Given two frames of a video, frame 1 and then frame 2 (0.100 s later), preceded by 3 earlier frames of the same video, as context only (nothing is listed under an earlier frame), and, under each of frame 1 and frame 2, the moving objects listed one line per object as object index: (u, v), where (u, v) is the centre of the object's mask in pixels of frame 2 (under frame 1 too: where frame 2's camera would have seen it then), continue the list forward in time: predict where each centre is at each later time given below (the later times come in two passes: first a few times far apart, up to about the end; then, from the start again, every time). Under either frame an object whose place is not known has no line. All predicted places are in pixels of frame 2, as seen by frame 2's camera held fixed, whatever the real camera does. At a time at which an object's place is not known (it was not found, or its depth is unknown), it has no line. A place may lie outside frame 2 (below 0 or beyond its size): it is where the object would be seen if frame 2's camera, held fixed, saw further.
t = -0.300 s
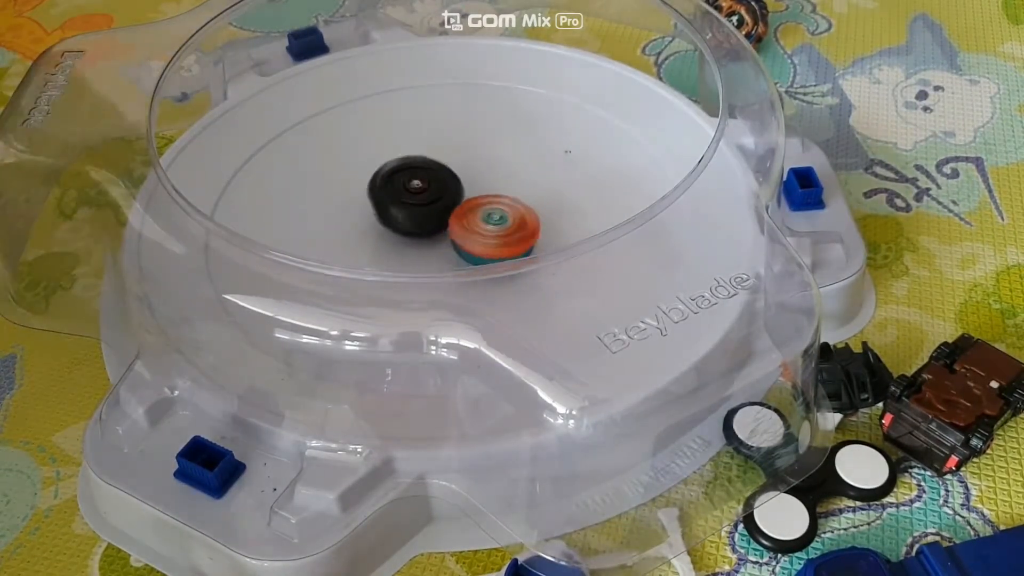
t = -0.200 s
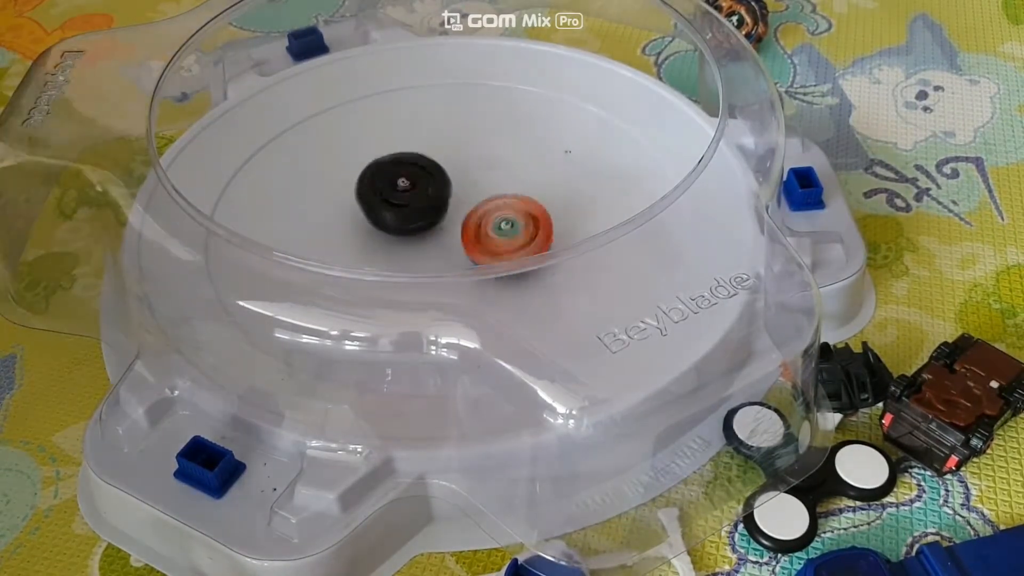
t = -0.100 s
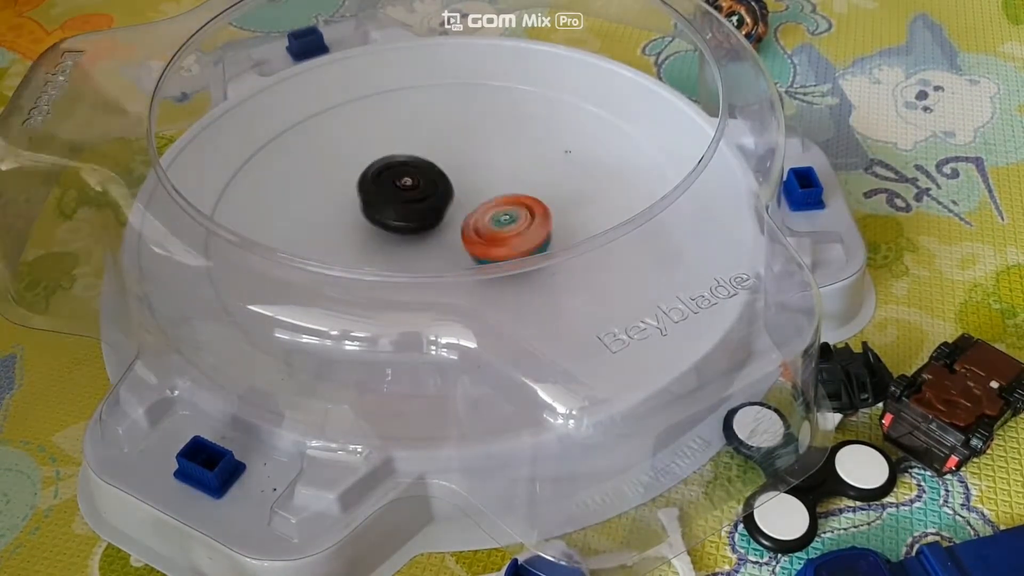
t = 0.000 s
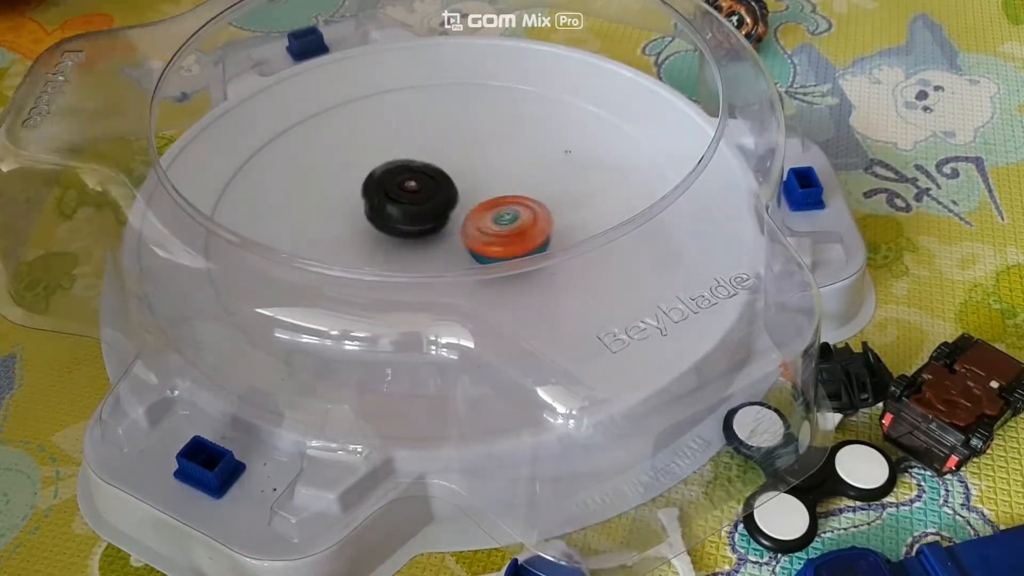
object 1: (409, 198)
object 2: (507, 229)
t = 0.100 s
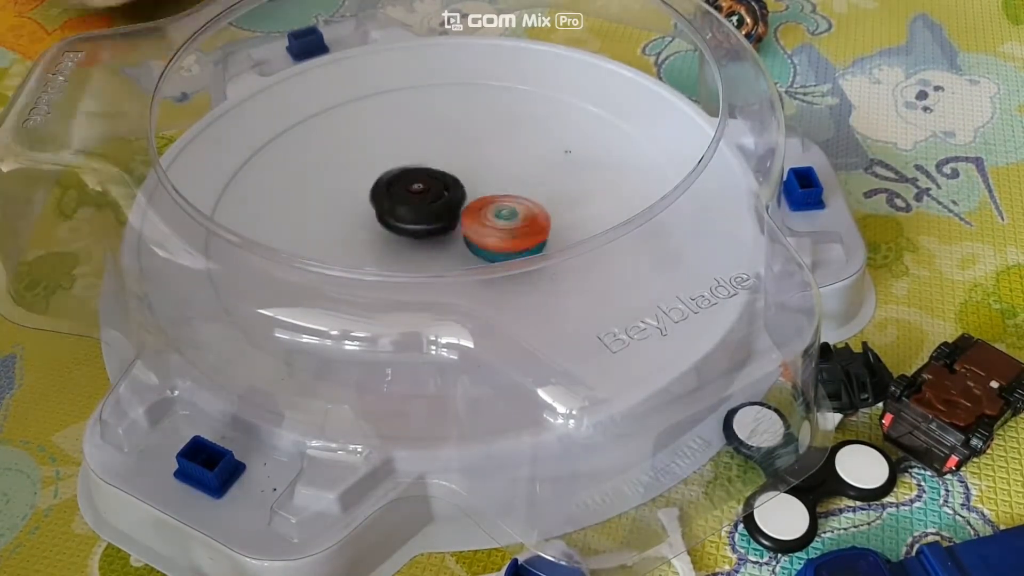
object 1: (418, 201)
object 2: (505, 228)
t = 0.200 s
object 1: (422, 201)
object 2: (508, 225)
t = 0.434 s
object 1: (419, 197)
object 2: (512, 222)
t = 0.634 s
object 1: (417, 200)
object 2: (508, 221)
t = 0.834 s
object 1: (408, 203)
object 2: (513, 219)
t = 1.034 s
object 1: (408, 208)
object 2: (511, 217)
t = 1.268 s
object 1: (414, 209)
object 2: (510, 213)
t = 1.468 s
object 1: (406, 208)
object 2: (509, 213)
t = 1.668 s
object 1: (405, 210)
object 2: (501, 213)
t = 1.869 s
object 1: (399, 212)
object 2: (507, 210)
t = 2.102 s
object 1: (408, 215)
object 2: (504, 208)
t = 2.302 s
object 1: (404, 216)
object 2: (505, 205)
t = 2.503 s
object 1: (408, 214)
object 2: (501, 200)
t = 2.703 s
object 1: (403, 215)
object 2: (502, 192)
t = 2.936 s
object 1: (401, 213)
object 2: (492, 192)
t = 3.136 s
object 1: (402, 215)
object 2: (501, 197)
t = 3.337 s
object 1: (405, 214)
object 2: (505, 204)
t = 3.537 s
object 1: (400, 202)
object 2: (496, 213)
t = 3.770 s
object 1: (399, 213)
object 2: (498, 210)
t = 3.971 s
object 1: (405, 213)
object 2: (502, 204)
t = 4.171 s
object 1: (411, 215)
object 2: (505, 206)
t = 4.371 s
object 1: (402, 220)
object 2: (512, 207)
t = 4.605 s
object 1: (398, 223)
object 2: (500, 214)
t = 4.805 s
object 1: (398, 226)
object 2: (485, 208)
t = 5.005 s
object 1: (392, 232)
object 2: (484, 195)
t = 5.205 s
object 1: (401, 228)
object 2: (471, 184)
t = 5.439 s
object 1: (408, 229)
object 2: (452, 184)
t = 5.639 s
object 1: (408, 229)
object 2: (453, 184)
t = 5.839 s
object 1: (408, 229)
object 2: (453, 184)
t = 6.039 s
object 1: (408, 229)
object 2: (453, 184)
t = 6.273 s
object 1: (408, 229)
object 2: (452, 184)
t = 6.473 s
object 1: (408, 229)
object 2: (452, 184)
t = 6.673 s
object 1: (408, 229)
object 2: (453, 184)
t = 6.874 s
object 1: (408, 229)
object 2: (453, 183)
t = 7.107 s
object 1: (408, 229)
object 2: (453, 183)
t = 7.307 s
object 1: (408, 229)
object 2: (453, 183)
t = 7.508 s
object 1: (408, 229)
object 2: (453, 183)
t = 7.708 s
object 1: (408, 229)
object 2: (453, 183)
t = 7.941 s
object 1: (408, 229)
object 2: (453, 184)
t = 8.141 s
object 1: (408, 229)
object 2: (453, 183)
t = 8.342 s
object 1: (408, 229)
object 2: (453, 183)
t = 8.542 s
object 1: (408, 229)
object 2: (453, 183)
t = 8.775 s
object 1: (408, 229)
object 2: (452, 183)
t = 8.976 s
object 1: (408, 229)
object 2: (452, 183)
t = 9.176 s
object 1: (408, 229)
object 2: (453, 183)
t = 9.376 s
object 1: (408, 229)
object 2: (453, 183)
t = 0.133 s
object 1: (421, 201)
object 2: (507, 227)
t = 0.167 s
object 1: (420, 201)
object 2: (508, 226)
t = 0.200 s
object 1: (422, 201)
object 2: (508, 225)
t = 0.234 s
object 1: (422, 200)
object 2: (509, 224)
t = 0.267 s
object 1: (421, 199)
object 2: (512, 223)
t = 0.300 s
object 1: (419, 198)
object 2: (512, 224)
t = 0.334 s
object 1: (420, 198)
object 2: (511, 223)
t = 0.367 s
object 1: (420, 196)
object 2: (511, 222)
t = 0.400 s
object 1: (419, 196)
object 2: (510, 222)
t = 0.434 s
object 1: (419, 197)
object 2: (512, 222)
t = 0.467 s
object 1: (418, 198)
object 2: (511, 221)
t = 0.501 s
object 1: (420, 198)
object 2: (511, 221)
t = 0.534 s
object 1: (419, 198)
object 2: (511, 221)
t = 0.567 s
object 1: (416, 198)
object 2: (513, 221)
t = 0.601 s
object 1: (415, 200)
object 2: (511, 221)
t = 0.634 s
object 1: (417, 200)
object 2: (508, 221)
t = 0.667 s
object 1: (418, 200)
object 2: (509, 220)
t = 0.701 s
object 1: (417, 200)
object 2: (508, 220)
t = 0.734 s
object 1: (415, 200)
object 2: (510, 220)
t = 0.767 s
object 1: (415, 202)
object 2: (507, 220)
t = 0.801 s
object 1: (413, 202)
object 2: (509, 220)
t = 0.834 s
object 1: (408, 203)
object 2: (513, 219)
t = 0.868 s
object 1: (407, 204)
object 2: (515, 219)
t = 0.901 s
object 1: (407, 205)
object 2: (514, 220)
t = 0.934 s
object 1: (407, 205)
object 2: (512, 218)
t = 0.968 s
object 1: (407, 206)
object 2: (512, 218)
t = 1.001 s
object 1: (406, 206)
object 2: (511, 218)
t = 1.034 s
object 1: (408, 208)
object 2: (511, 217)
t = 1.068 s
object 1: (412, 209)
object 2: (510, 216)
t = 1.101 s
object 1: (413, 210)
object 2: (512, 215)
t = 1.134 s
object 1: (414, 210)
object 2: (512, 216)
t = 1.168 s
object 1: (415, 210)
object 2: (509, 215)
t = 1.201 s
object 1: (414, 210)
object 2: (510, 214)
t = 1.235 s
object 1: (414, 210)
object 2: (510, 213)
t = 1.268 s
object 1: (414, 209)
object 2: (510, 213)
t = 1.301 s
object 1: (413, 208)
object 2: (513, 213)
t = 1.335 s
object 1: (412, 207)
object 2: (514, 214)
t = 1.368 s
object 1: (411, 207)
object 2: (512, 215)
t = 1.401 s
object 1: (411, 208)
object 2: (509, 214)
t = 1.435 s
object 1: (411, 208)
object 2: (508, 213)
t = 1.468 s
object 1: (406, 208)
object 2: (509, 213)
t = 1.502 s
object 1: (405, 209)
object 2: (510, 214)
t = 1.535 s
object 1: (405, 210)
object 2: (508, 214)
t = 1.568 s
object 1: (406, 211)
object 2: (506, 214)
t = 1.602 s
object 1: (407, 210)
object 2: (504, 214)
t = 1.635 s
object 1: (406, 209)
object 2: (502, 213)
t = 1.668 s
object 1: (405, 210)
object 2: (501, 213)
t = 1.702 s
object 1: (402, 211)
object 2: (503, 213)
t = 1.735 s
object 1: (401, 211)
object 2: (505, 212)
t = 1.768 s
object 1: (403, 212)
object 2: (503, 212)
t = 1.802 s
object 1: (405, 212)
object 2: (500, 211)
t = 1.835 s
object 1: (402, 211)
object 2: (504, 210)
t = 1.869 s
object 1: (399, 212)
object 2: (507, 210)
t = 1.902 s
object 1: (399, 214)
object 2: (506, 210)
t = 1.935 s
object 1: (402, 215)
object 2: (504, 210)
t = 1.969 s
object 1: (405, 215)
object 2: (503, 210)
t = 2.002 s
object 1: (406, 215)
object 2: (504, 209)
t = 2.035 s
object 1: (405, 215)
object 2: (506, 208)
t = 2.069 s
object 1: (405, 216)
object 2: (505, 208)
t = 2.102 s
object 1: (408, 215)
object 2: (504, 208)
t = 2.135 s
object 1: (404, 216)
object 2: (509, 207)
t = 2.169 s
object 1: (400, 217)
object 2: (514, 205)
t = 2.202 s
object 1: (401, 219)
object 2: (515, 206)
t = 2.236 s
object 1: (403, 219)
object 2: (513, 206)
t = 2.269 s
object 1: (405, 218)
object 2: (508, 206)
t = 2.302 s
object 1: (404, 216)
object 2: (505, 205)
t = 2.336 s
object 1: (403, 217)
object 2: (502, 204)
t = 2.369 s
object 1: (401, 217)
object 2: (501, 203)
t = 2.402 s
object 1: (402, 217)
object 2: (502, 202)
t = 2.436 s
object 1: (405, 216)
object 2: (501, 201)
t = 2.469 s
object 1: (408, 215)
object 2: (500, 201)
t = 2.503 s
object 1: (408, 214)
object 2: (501, 200)
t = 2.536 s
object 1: (406, 213)
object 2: (499, 198)
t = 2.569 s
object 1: (401, 214)
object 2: (503, 197)
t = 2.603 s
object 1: (399, 216)
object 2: (503, 196)
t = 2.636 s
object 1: (401, 217)
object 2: (502, 194)
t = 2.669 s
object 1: (403, 216)
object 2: (502, 192)
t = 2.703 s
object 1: (403, 215)
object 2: (502, 192)
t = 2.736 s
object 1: (402, 214)
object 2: (500, 192)
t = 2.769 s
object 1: (401, 214)
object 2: (499, 192)
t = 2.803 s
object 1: (400, 214)
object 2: (497, 191)
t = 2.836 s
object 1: (401, 215)
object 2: (494, 192)
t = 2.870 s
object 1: (403, 214)
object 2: (492, 192)
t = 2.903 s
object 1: (402, 213)
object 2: (491, 193)
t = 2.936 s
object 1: (401, 213)
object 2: (492, 192)
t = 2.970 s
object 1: (402, 213)
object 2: (493, 193)
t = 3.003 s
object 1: (403, 213)
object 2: (493, 194)
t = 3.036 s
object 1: (402, 213)
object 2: (497, 196)
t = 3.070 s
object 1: (403, 214)
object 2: (497, 197)
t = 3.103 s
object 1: (403, 214)
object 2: (497, 197)
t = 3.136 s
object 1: (402, 215)
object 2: (501, 197)
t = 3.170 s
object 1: (403, 216)
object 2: (505, 197)
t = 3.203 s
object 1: (405, 216)
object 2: (505, 199)
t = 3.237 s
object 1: (406, 216)
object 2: (502, 202)
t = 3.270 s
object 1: (408, 216)
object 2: (499, 205)
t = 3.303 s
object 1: (409, 214)
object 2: (499, 205)
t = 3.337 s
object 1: (405, 214)
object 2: (505, 204)
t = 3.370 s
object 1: (402, 213)
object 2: (509, 205)
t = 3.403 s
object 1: (403, 210)
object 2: (509, 207)
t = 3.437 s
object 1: (405, 207)
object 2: (506, 209)
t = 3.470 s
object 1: (406, 205)
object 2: (499, 212)
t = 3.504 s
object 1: (407, 203)
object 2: (494, 213)
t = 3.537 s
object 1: (400, 202)
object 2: (496, 213)
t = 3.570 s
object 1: (394, 201)
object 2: (499, 213)
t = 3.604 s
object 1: (391, 203)
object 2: (498, 213)
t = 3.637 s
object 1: (391, 206)
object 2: (497, 213)
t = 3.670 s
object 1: (394, 210)
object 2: (496, 213)
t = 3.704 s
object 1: (397, 210)
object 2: (496, 212)
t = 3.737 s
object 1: (397, 211)
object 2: (495, 211)
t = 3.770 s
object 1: (399, 213)
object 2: (498, 210)
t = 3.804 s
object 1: (402, 215)
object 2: (499, 209)
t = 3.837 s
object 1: (404, 215)
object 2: (500, 208)
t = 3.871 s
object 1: (406, 215)
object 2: (500, 206)
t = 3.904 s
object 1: (406, 214)
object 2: (502, 204)
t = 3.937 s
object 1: (406, 214)
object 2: (503, 203)
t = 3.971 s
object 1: (405, 213)
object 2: (502, 204)
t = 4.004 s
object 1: (405, 213)
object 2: (500, 205)
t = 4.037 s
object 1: (406, 213)
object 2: (499, 205)
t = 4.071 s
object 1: (406, 212)
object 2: (501, 205)
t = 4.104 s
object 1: (407, 213)
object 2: (503, 206)
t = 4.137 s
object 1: (410, 214)
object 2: (504, 206)
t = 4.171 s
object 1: (411, 215)
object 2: (505, 206)
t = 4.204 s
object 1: (410, 217)
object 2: (506, 205)
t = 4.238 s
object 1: (410, 218)
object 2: (505, 204)
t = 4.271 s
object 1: (408, 218)
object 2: (508, 202)
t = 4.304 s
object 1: (403, 217)
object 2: (512, 202)
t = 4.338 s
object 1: (403, 218)
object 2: (514, 203)
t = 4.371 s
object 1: (402, 220)
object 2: (512, 207)
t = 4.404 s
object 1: (404, 223)
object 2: (506, 210)
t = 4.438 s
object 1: (408, 225)
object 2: (502, 211)
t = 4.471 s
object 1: (410, 225)
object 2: (499, 212)
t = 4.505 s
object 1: (406, 225)
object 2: (501, 211)
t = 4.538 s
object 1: (402, 225)
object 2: (502, 212)
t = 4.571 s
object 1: (399, 224)
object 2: (501, 213)
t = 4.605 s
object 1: (398, 223)
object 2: (500, 214)
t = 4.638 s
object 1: (396, 223)
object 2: (496, 214)
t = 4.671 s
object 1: (397, 222)
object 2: (492, 214)
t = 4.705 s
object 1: (398, 221)
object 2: (488, 214)
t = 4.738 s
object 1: (397, 222)
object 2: (487, 212)
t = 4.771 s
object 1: (398, 224)
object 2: (486, 208)
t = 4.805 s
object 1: (398, 226)
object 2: (485, 208)
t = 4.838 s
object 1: (397, 227)
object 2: (483, 206)
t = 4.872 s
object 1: (397, 228)
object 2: (482, 205)
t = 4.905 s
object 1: (397, 230)
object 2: (480, 203)
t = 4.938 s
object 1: (399, 232)
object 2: (482, 202)
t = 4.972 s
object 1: (396, 232)
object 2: (483, 199)
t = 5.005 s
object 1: (392, 232)
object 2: (484, 195)
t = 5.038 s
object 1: (391, 229)
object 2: (483, 193)
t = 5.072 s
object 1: (390, 228)
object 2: (482, 190)
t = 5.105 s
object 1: (391, 228)
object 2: (480, 188)
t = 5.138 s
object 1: (393, 227)
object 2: (478, 186)
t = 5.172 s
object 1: (397, 227)
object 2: (474, 185)
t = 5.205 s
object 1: (401, 228)
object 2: (471, 184)
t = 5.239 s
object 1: (403, 229)
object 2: (467, 184)
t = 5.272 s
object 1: (405, 228)
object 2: (464, 183)
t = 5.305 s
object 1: (406, 227)
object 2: (460, 183)
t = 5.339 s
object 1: (406, 227)
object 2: (455, 184)
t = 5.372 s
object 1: (406, 228)
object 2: (453, 184)
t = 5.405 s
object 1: (407, 229)
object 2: (452, 184)
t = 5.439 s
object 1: (408, 229)
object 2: (452, 184)
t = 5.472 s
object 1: (408, 229)
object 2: (452, 184)
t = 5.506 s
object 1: (408, 229)
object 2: (452, 184)
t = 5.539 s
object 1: (408, 229)
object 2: (453, 184)
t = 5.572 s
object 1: (408, 229)
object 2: (453, 184)
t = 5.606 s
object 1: (408, 229)
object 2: (453, 184)
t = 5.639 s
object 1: (408, 229)
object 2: (453, 184)
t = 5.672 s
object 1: (408, 229)
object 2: (453, 184)
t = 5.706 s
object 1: (408, 229)
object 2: (453, 184)
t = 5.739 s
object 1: (408, 229)
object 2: (453, 184)
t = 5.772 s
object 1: (408, 229)
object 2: (453, 184)
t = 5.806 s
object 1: (408, 229)
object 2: (453, 184)
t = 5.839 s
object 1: (408, 229)
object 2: (453, 184)
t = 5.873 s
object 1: (408, 229)
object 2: (453, 184)
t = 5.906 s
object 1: (408, 229)
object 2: (453, 184)
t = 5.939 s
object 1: (408, 229)
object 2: (453, 184)
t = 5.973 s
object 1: (408, 229)
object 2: (453, 184)
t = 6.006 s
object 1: (408, 229)
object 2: (453, 184)
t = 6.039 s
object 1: (408, 229)
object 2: (453, 184)
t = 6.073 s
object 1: (408, 229)
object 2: (452, 184)
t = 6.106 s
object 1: (408, 229)
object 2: (452, 184)
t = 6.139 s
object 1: (408, 229)
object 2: (452, 184)
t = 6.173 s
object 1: (408, 229)
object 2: (452, 184)
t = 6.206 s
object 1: (408, 229)
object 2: (452, 184)
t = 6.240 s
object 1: (408, 229)
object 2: (452, 184)
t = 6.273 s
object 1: (408, 229)
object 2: (452, 184)
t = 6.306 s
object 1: (408, 229)
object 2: (452, 184)
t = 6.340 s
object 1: (408, 229)
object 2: (452, 184)
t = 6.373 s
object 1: (408, 229)
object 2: (452, 184)
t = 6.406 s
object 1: (408, 229)
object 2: (452, 184)
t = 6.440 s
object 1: (408, 229)
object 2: (452, 184)
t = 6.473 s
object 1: (408, 229)
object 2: (452, 184)
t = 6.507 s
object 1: (408, 229)
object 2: (452, 184)
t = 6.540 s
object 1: (408, 229)
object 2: (452, 184)
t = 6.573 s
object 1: (408, 229)
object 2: (452, 184)
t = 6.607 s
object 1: (408, 229)
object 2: (452, 184)
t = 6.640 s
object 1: (408, 229)
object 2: (453, 184)
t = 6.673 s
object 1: (408, 229)
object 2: (453, 184)
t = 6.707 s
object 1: (408, 229)
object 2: (452, 184)
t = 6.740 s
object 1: (408, 229)
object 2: (453, 184)
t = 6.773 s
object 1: (408, 229)
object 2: (453, 184)
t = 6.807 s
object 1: (408, 229)
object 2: (453, 183)
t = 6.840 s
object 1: (408, 229)
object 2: (452, 183)
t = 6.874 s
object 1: (408, 229)
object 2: (453, 183)
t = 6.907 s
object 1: (408, 229)
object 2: (453, 183)
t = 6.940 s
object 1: (408, 229)
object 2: (453, 183)
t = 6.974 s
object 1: (408, 229)
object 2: (452, 183)
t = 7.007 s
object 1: (408, 229)
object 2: (453, 183)
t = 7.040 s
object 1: (408, 229)
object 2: (452, 183)
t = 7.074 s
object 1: (408, 229)
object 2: (452, 183)
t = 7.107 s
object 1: (408, 229)
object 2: (453, 183)
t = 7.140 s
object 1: (408, 229)
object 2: (453, 183)
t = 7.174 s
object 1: (408, 229)
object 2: (453, 183)
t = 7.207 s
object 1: (408, 229)
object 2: (453, 183)
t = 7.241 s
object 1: (408, 229)
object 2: (453, 183)
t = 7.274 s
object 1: (408, 229)
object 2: (453, 183)
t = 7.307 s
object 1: (408, 229)
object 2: (453, 183)
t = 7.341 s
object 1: (408, 229)
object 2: (453, 183)
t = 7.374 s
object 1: (408, 229)
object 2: (453, 183)
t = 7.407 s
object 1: (408, 229)
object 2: (453, 183)
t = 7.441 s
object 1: (408, 229)
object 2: (453, 183)
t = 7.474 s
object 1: (408, 229)
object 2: (453, 183)
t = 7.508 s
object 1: (408, 229)
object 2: (453, 183)
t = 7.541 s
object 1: (408, 229)
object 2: (453, 183)
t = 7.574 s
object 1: (408, 229)
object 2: (453, 183)
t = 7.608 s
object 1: (408, 229)
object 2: (453, 183)
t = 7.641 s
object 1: (408, 229)
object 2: (453, 183)
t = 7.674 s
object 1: (408, 229)
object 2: (453, 183)
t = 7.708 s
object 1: (408, 229)
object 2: (453, 183)
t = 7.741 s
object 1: (408, 229)
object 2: (453, 183)
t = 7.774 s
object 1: (408, 229)
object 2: (453, 183)
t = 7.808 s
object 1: (408, 229)
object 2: (453, 183)
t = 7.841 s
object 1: (408, 229)
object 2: (453, 183)
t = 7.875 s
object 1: (408, 229)
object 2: (453, 183)
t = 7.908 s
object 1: (408, 229)
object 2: (453, 183)
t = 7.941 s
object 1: (408, 229)
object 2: (453, 184)
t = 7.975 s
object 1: (408, 229)
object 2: (453, 184)
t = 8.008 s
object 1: (408, 229)
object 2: (453, 183)
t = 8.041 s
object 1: (408, 229)
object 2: (453, 184)
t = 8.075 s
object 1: (408, 229)
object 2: (453, 184)
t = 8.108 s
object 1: (408, 229)
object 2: (453, 184)
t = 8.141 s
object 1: (408, 229)
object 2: (453, 183)
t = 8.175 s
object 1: (408, 229)
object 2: (453, 183)
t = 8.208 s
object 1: (408, 229)
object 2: (453, 183)
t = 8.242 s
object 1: (408, 229)
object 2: (453, 183)
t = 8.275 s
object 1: (408, 229)
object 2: (453, 183)
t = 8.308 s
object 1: (408, 229)
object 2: (453, 183)
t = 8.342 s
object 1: (408, 229)
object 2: (453, 183)
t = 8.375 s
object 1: (408, 229)
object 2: (453, 183)
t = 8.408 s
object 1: (408, 229)
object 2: (453, 183)
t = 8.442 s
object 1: (408, 229)
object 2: (453, 183)
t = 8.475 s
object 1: (408, 229)
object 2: (453, 183)
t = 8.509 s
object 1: (408, 229)
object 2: (453, 183)
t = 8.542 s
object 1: (408, 229)
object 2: (453, 183)
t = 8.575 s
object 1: (408, 229)
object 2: (453, 183)
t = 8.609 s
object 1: (408, 229)
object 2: (453, 183)
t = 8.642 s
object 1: (408, 229)
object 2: (453, 183)
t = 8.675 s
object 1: (408, 229)
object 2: (453, 183)
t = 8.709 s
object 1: (408, 229)
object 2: (453, 183)
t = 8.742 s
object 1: (408, 229)
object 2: (452, 183)
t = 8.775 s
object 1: (408, 229)
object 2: (452, 183)
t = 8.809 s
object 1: (408, 229)
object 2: (452, 183)
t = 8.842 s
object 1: (408, 229)
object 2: (452, 183)
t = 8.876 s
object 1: (408, 229)
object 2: (452, 183)
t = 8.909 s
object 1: (408, 229)
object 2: (452, 183)
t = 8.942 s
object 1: (408, 229)
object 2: (452, 183)
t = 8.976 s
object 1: (408, 229)
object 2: (452, 183)
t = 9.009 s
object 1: (408, 229)
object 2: (452, 183)
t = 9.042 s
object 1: (408, 229)
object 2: (452, 183)
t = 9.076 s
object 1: (408, 229)
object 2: (452, 183)
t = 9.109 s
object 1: (408, 229)
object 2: (453, 183)
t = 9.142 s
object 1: (408, 229)
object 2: (453, 183)
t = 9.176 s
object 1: (408, 229)
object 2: (453, 183)
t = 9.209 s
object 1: (408, 229)
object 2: (453, 183)
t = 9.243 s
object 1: (408, 229)
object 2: (453, 183)
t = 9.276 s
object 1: (408, 229)
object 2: (453, 183)
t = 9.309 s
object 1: (408, 229)
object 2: (453, 183)
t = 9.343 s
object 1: (408, 229)
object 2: (453, 183)
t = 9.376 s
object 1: (408, 229)
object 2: (453, 183)
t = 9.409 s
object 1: (408, 229)
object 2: (453, 183)
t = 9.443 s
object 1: (408, 229)
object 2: (453, 183)
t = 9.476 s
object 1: (408, 229)
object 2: (453, 183)
